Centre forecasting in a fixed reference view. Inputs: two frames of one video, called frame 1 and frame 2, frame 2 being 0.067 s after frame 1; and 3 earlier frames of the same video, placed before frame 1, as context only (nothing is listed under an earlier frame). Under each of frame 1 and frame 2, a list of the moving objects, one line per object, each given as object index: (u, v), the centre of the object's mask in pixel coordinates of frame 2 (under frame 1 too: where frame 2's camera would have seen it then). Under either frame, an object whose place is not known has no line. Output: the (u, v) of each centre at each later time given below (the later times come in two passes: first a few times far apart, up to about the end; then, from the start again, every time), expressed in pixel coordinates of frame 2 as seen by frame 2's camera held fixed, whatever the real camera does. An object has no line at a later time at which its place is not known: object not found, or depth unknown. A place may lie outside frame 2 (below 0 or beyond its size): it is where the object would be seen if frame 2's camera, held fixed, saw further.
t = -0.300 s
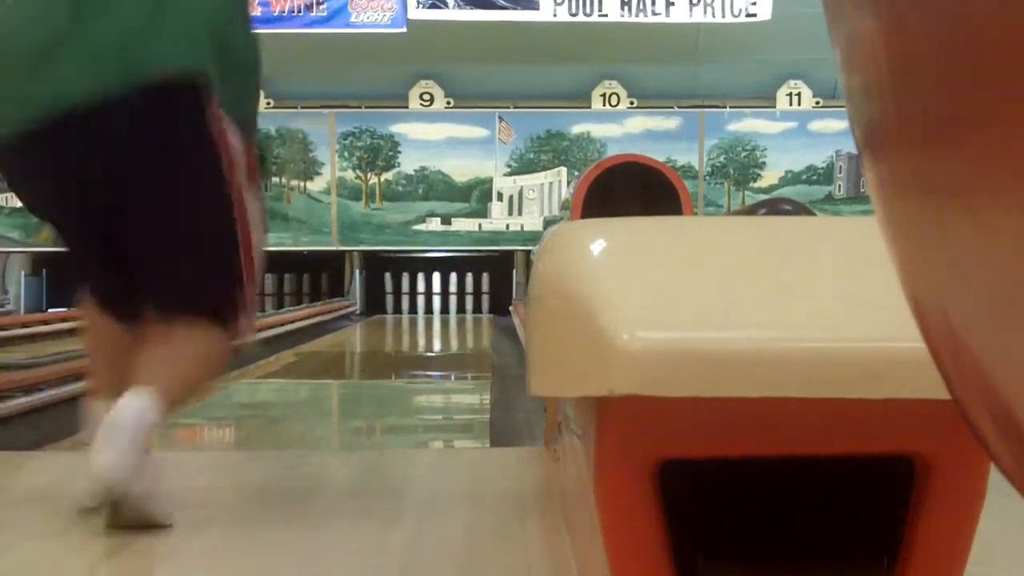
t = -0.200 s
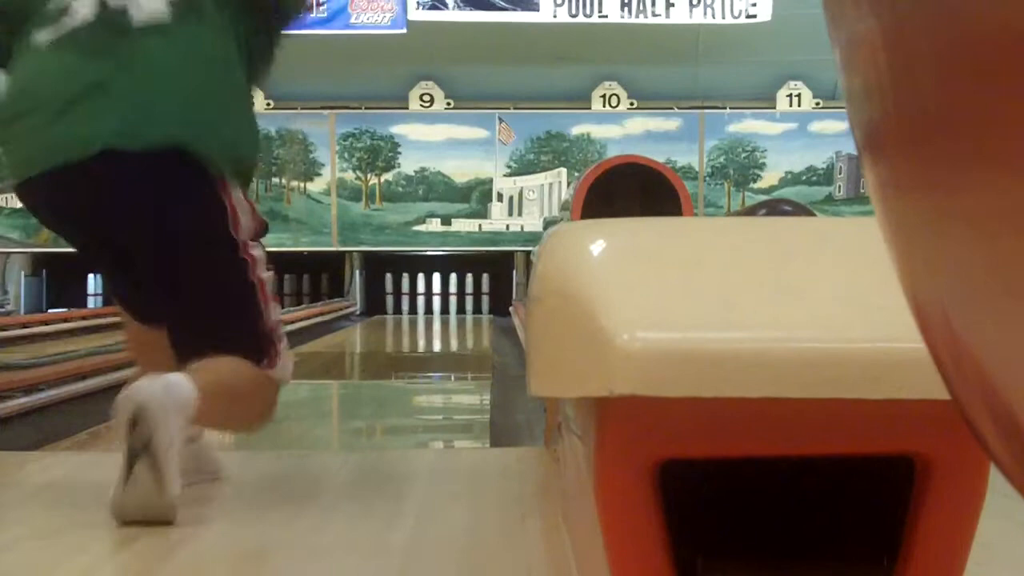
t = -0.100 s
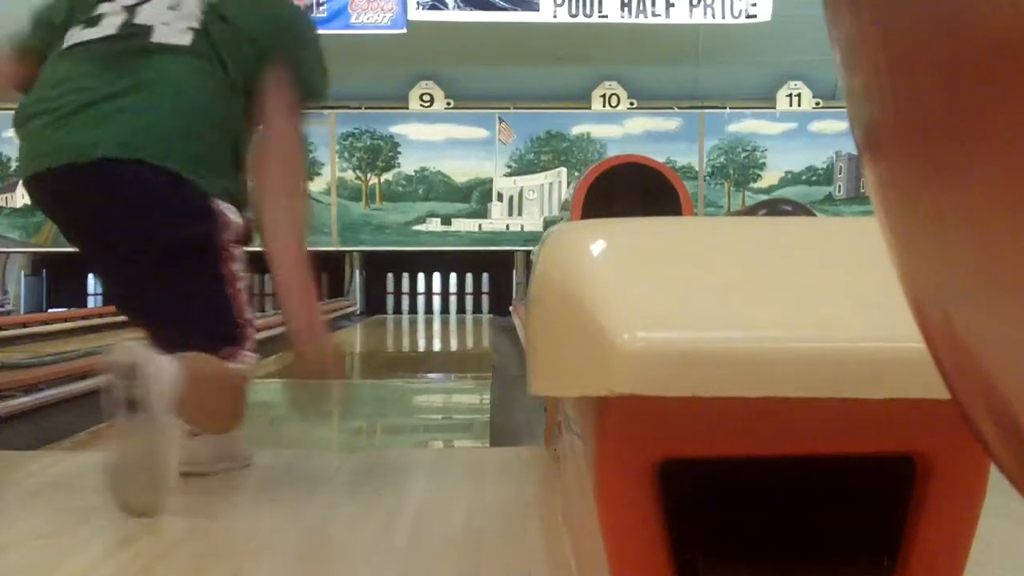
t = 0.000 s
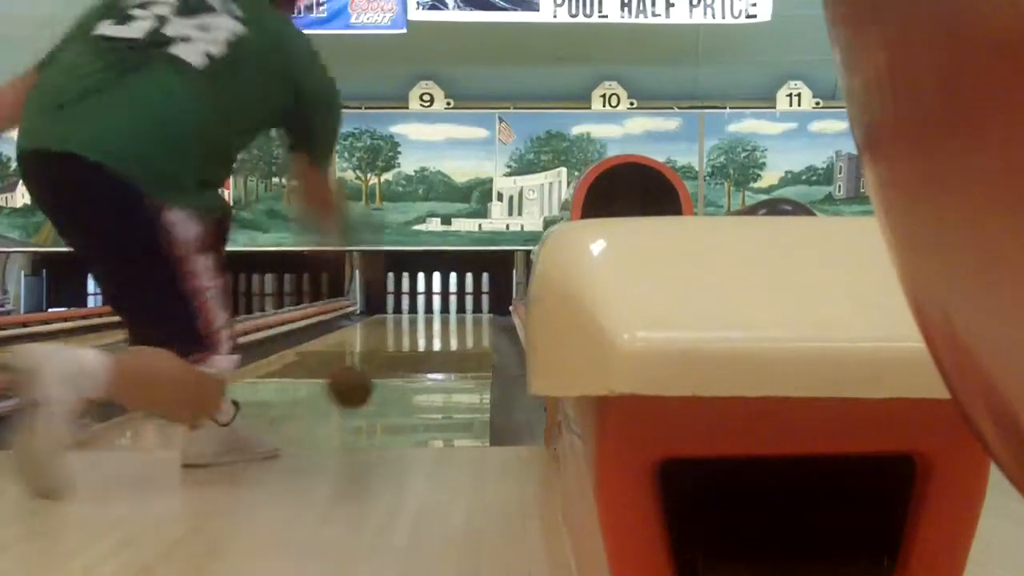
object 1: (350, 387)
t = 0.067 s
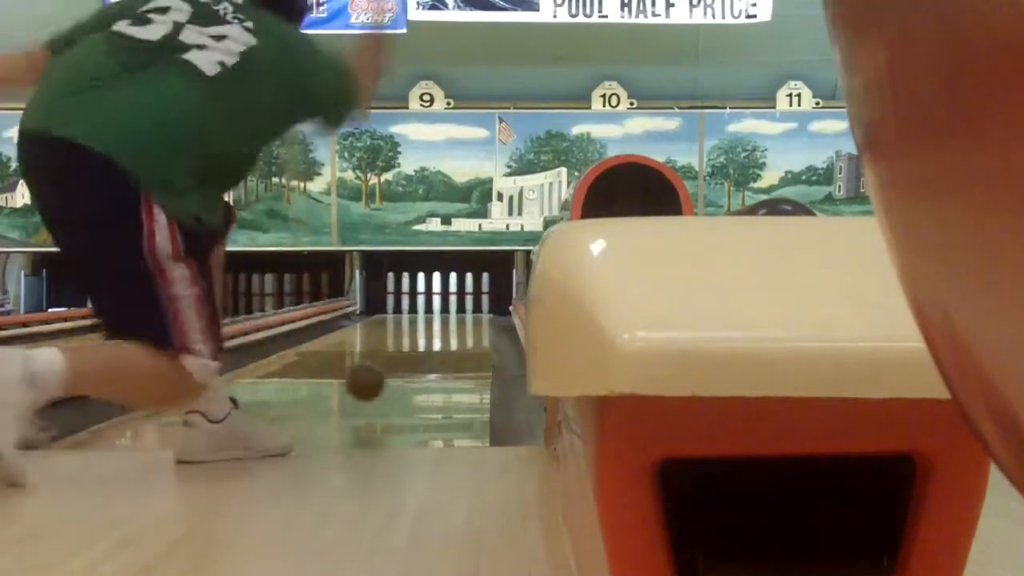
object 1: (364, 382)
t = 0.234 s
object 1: (388, 368)
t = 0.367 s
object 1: (399, 350)
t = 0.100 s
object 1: (370, 385)
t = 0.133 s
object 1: (375, 383)
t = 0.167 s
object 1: (381, 376)
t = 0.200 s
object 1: (384, 373)
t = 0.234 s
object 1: (388, 368)
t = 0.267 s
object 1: (391, 364)
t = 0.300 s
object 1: (395, 359)
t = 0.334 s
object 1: (397, 356)
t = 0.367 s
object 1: (399, 350)
